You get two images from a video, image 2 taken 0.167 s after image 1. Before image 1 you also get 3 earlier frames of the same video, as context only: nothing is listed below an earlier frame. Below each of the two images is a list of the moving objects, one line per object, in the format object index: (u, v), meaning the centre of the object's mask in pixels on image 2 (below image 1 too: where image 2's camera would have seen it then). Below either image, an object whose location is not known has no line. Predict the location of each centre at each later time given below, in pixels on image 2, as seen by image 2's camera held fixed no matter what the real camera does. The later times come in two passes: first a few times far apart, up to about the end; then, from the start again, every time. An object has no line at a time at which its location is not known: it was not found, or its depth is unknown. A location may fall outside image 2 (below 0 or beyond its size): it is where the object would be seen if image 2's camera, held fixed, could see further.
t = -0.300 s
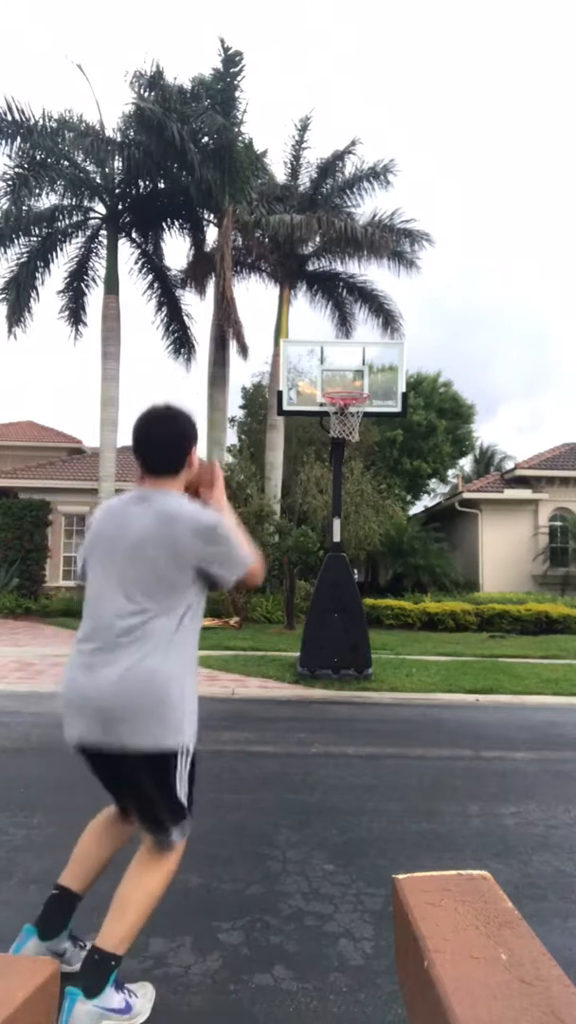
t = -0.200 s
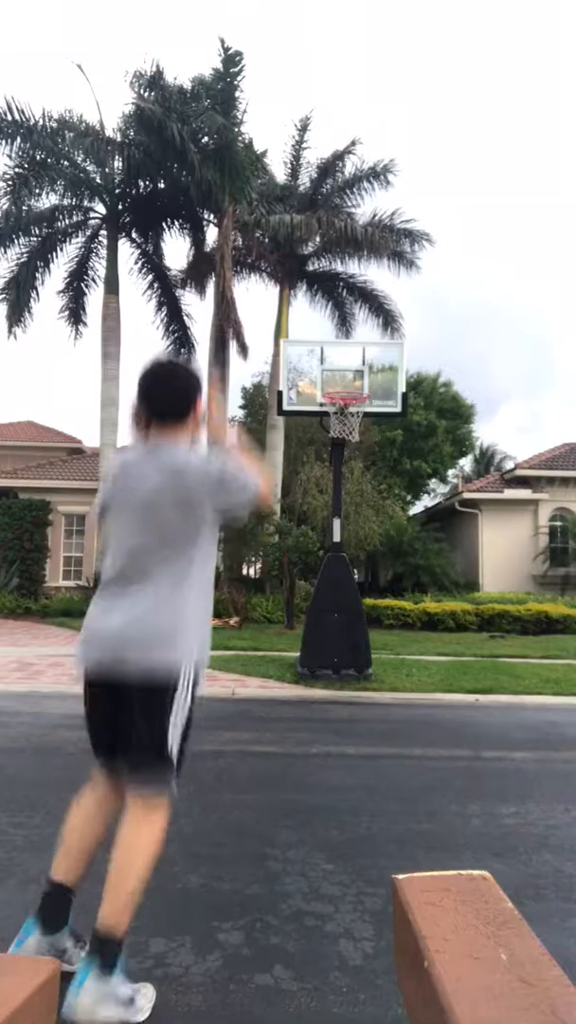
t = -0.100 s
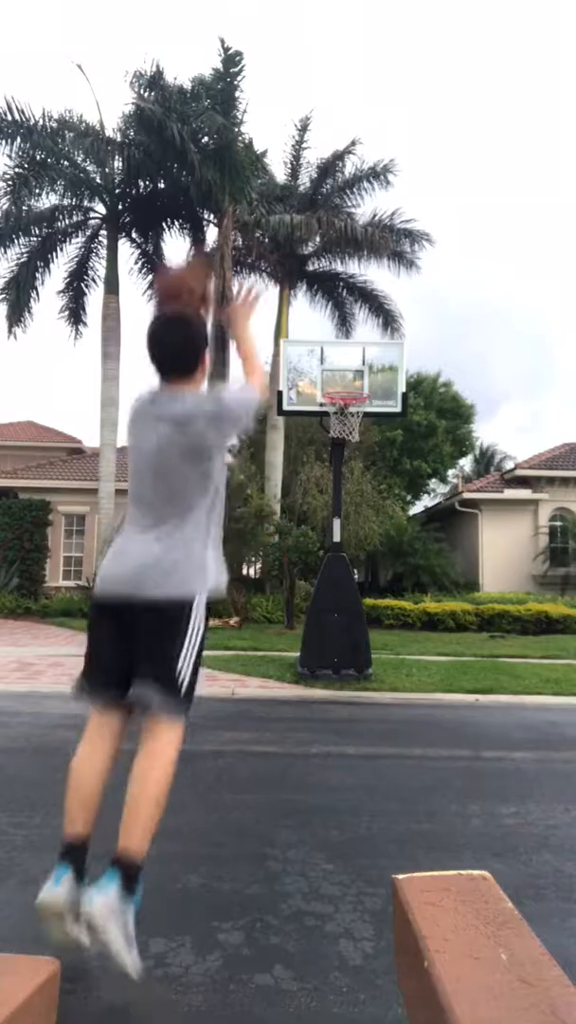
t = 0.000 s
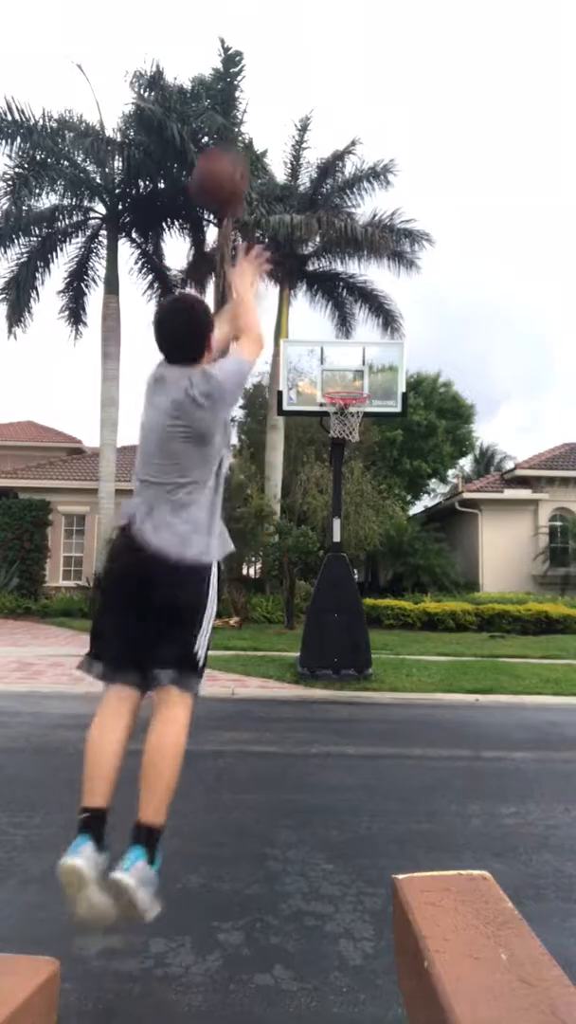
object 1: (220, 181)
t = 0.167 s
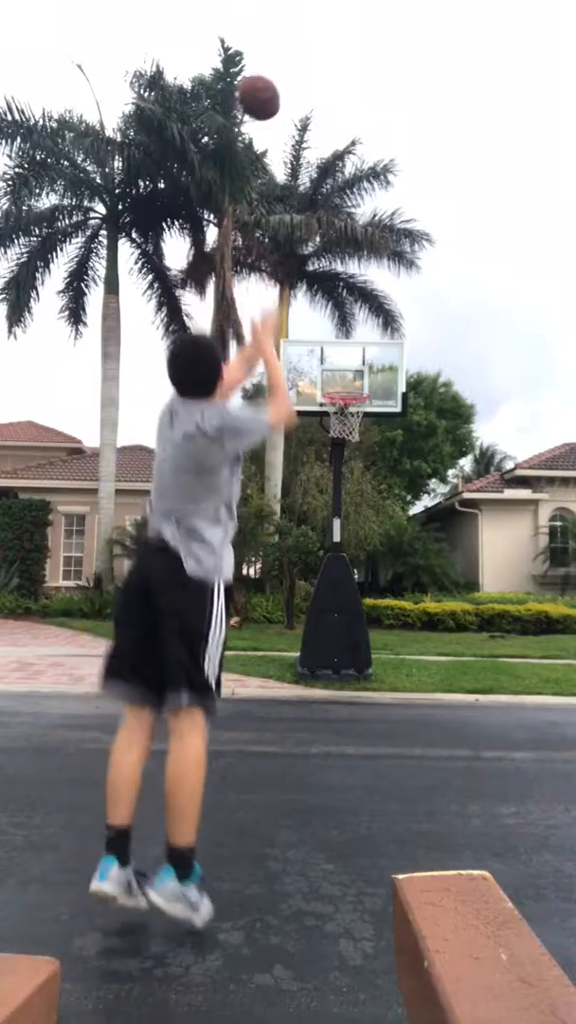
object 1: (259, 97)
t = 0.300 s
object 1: (280, 80)
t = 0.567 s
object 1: (306, 118)
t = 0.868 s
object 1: (323, 226)
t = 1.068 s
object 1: (333, 332)
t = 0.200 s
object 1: (265, 90)
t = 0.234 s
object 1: (271, 84)
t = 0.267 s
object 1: (276, 81)
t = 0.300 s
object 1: (280, 80)
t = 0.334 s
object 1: (284, 80)
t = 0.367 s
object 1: (288, 81)
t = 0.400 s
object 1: (292, 84)
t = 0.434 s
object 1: (295, 89)
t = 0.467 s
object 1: (298, 95)
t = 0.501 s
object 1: (301, 101)
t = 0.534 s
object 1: (304, 110)
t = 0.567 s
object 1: (306, 118)
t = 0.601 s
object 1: (309, 126)
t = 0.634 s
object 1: (311, 136)
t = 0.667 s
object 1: (314, 147)
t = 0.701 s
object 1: (316, 161)
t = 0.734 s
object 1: (318, 173)
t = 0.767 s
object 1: (321, 182)
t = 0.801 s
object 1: (319, 198)
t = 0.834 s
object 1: (322, 213)
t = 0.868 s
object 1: (323, 226)
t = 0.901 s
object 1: (326, 243)
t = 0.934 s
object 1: (327, 258)
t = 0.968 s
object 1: (328, 279)
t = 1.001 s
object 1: (329, 291)
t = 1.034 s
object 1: (332, 313)
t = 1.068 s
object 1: (333, 332)
